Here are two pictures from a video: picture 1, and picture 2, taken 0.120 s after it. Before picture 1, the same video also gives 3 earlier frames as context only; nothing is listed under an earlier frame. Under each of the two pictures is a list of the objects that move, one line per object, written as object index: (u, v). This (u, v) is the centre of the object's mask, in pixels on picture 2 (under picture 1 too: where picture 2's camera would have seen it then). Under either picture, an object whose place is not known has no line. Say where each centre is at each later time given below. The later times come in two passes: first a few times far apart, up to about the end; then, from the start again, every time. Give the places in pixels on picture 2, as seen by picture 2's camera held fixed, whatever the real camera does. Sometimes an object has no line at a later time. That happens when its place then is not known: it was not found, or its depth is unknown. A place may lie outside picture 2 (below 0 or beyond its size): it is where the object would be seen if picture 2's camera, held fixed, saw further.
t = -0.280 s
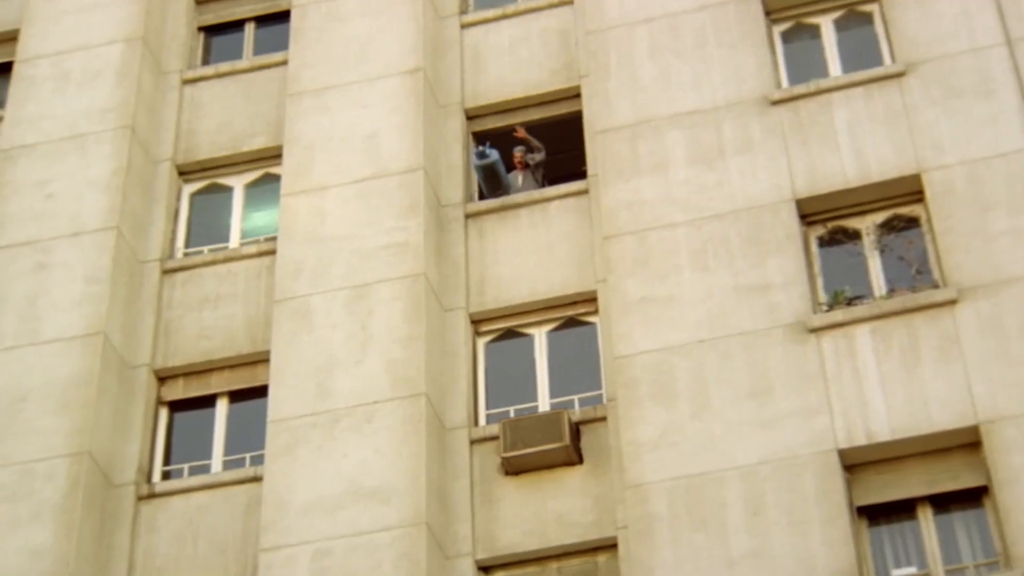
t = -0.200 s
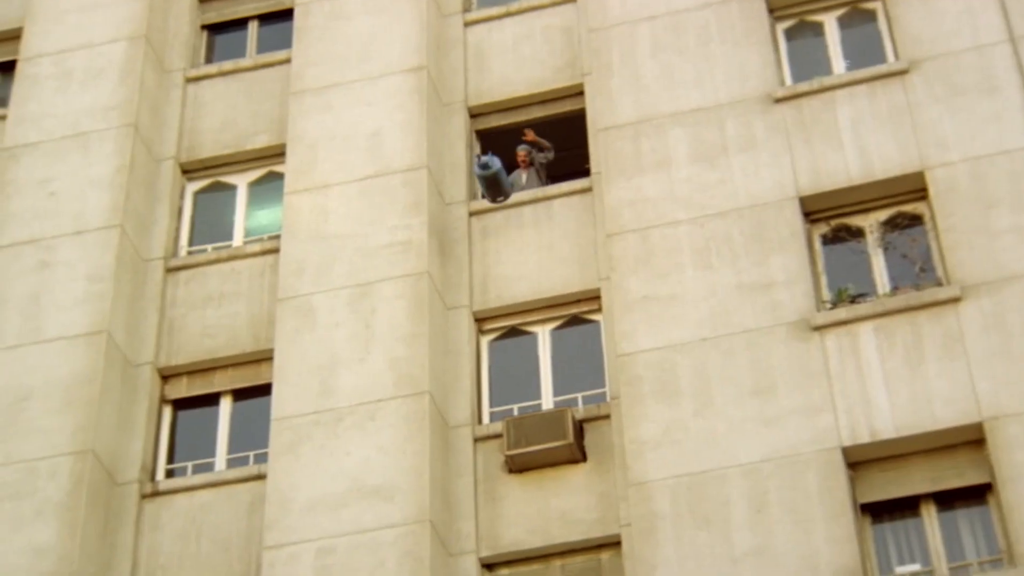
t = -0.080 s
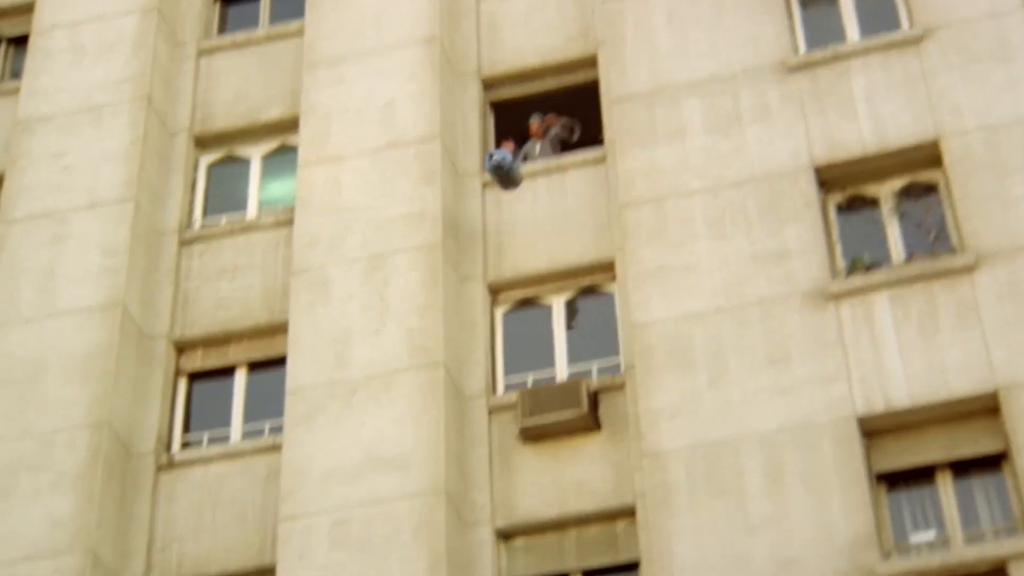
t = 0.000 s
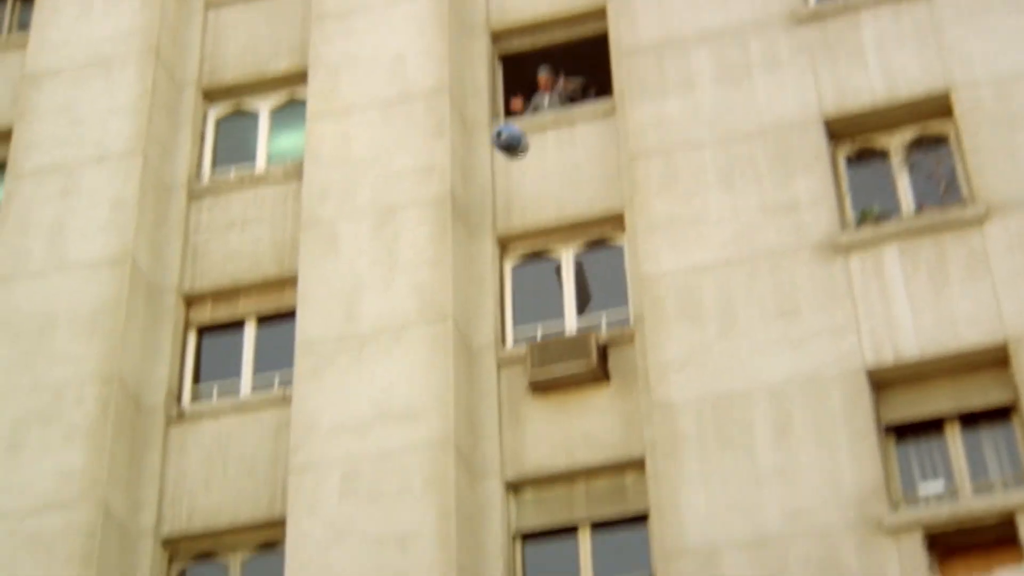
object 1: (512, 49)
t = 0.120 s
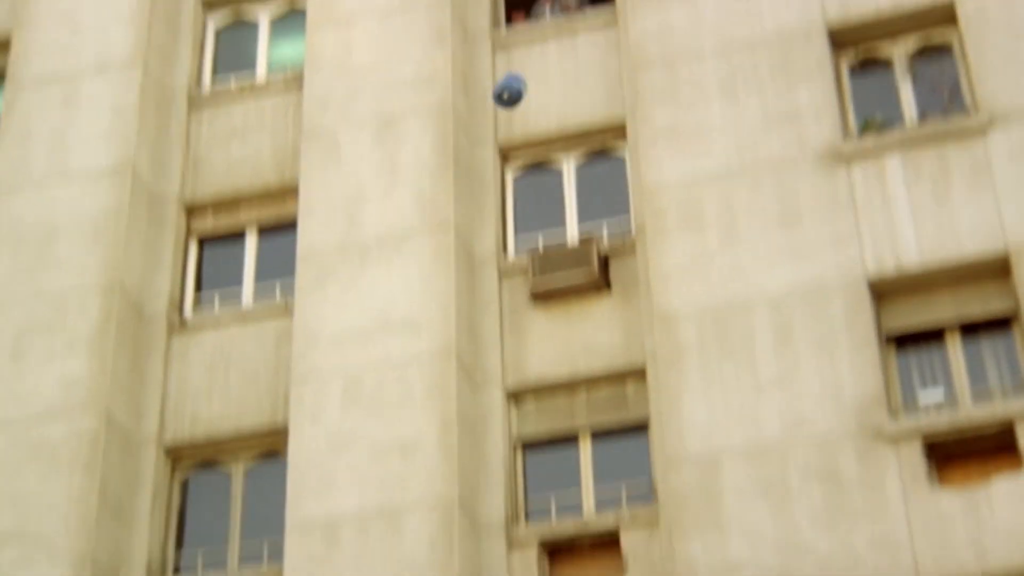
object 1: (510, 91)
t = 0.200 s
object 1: (508, 126)
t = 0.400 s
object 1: (505, 244)
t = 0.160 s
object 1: (509, 107)
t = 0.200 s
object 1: (508, 126)
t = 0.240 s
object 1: (507, 146)
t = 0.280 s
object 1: (507, 167)
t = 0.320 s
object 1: (506, 190)
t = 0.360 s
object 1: (505, 217)
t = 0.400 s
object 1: (505, 244)
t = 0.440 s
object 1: (505, 274)
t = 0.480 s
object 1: (504, 307)
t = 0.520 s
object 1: (504, 341)
